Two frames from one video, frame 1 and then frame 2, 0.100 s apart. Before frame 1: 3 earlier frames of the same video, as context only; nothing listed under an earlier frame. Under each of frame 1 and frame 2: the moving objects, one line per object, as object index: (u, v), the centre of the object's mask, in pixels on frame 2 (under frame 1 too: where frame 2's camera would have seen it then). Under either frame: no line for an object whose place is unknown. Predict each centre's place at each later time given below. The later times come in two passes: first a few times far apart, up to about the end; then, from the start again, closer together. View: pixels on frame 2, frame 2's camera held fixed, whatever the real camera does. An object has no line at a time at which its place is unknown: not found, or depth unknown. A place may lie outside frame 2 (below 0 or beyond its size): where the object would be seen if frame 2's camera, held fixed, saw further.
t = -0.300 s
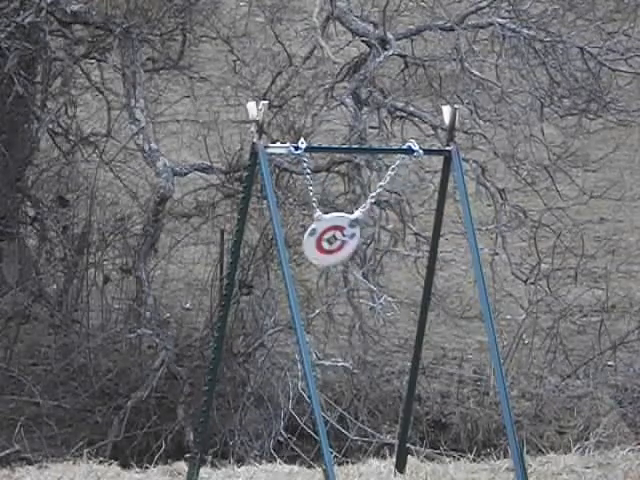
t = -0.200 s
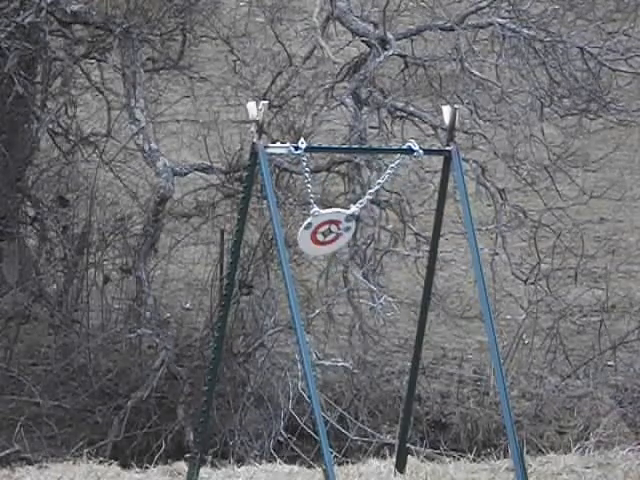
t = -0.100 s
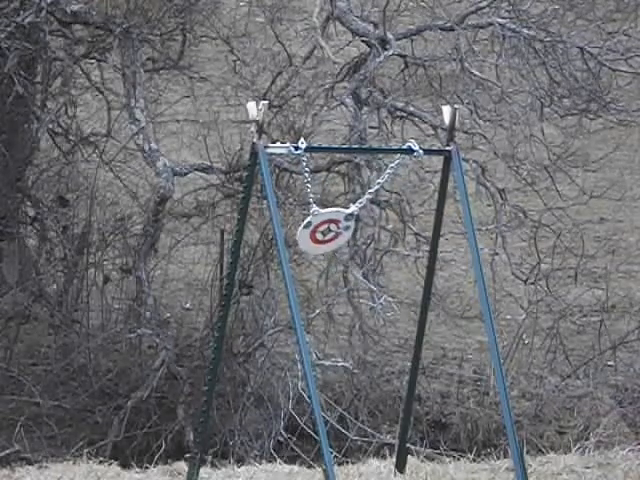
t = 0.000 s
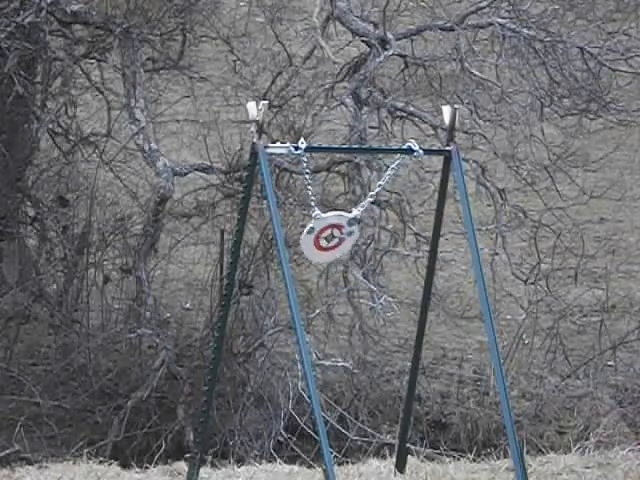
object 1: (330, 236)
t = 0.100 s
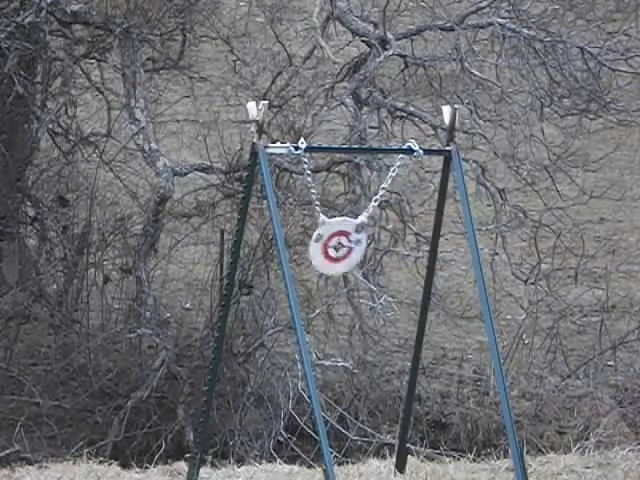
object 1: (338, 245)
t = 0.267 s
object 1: (356, 251)
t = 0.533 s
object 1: (370, 244)
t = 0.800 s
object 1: (350, 251)
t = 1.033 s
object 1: (330, 236)
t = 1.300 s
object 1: (332, 238)
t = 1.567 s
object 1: (358, 250)
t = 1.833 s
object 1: (369, 245)
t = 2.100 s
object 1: (349, 250)
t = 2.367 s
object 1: (329, 235)
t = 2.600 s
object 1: (334, 242)
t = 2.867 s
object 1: (359, 250)
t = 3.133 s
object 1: (367, 247)
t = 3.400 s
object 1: (346, 250)
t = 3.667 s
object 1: (330, 237)
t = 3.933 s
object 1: (339, 247)
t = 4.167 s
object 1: (360, 250)
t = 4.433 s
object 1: (364, 249)
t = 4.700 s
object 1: (344, 248)
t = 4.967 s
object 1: (332, 238)
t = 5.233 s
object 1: (342, 248)
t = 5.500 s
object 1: (362, 249)
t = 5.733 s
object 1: (362, 249)
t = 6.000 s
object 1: (342, 248)
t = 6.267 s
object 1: (333, 240)
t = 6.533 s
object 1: (346, 249)
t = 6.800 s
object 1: (363, 249)
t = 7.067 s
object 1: (357, 251)
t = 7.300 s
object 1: (340, 246)
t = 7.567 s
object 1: (334, 241)
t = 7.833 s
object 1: (348, 250)
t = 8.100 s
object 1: (362, 249)
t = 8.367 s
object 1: (353, 251)
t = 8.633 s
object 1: (337, 244)
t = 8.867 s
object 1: (336, 243)
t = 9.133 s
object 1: (351, 250)
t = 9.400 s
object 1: (360, 250)
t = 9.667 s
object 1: (351, 250)
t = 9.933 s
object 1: (337, 244)
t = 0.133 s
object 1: (341, 247)
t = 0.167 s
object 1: (345, 249)
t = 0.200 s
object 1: (349, 251)
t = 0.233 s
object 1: (353, 251)
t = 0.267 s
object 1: (356, 251)
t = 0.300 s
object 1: (360, 250)
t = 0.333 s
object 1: (363, 249)
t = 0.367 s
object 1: (366, 247)
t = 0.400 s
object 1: (368, 246)
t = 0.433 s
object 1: (370, 244)
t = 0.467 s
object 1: (370, 244)
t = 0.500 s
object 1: (370, 244)
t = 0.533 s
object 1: (370, 244)
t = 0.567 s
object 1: (370, 244)
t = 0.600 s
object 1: (368, 245)
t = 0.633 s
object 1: (367, 246)
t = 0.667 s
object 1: (364, 248)
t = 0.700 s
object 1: (361, 250)
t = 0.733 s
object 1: (358, 251)
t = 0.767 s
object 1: (355, 251)
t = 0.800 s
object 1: (350, 251)
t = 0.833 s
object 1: (347, 250)
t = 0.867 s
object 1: (343, 248)
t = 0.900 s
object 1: (340, 247)
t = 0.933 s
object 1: (337, 244)
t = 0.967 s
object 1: (334, 242)
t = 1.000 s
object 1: (331, 238)
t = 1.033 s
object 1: (330, 236)
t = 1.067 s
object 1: (329, 234)
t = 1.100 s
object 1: (328, 233)
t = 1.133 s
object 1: (328, 232)
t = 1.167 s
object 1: (327, 232)
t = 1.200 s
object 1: (328, 232)
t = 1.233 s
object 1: (328, 235)
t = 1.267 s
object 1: (330, 236)
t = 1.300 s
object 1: (332, 238)
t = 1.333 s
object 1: (334, 241)
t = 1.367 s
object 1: (337, 244)
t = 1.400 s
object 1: (340, 247)
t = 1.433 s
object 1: (343, 249)
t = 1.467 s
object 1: (347, 250)
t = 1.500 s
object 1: (351, 251)
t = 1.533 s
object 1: (355, 251)
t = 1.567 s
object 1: (358, 250)
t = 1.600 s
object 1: (361, 249)
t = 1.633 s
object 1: (364, 248)
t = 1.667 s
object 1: (366, 247)
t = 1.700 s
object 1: (367, 246)
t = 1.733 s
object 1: (369, 245)
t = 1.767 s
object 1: (369, 245)
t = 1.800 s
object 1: (369, 244)
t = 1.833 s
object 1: (369, 245)
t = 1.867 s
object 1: (367, 246)
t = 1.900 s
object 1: (366, 247)
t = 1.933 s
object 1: (364, 248)
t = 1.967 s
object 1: (361, 250)
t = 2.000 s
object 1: (359, 250)
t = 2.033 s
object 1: (355, 251)
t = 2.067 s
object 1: (352, 251)
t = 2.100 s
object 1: (349, 250)
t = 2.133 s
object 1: (345, 250)
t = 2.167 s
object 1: (342, 247)
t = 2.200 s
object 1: (338, 246)
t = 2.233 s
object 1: (336, 244)
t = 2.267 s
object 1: (334, 241)
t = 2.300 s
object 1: (332, 239)
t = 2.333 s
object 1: (330, 238)
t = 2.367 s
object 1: (329, 235)
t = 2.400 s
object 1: (328, 235)
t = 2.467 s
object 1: (329, 234)
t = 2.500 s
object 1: (330, 235)
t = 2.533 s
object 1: (331, 237)
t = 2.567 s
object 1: (332, 240)
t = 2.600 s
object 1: (334, 242)
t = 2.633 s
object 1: (337, 244)
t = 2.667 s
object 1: (339, 246)
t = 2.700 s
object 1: (342, 248)
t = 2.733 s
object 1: (346, 249)
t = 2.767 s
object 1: (349, 250)
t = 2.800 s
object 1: (352, 251)
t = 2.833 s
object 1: (356, 251)
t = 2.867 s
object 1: (359, 250)
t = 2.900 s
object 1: (362, 249)
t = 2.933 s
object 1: (364, 248)
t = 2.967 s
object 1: (365, 248)
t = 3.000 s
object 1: (367, 246)
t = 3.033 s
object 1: (367, 246)
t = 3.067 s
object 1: (368, 246)
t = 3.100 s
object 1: (368, 246)
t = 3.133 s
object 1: (367, 247)
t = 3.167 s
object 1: (365, 248)
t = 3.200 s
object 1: (364, 248)
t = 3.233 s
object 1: (361, 249)
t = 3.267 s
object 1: (359, 250)
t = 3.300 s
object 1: (356, 251)
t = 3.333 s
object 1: (353, 251)
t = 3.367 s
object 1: (350, 250)
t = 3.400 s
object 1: (346, 250)
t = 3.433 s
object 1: (343, 248)
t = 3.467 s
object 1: (340, 247)
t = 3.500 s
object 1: (338, 244)
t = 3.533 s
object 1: (336, 242)
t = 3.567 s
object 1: (333, 240)
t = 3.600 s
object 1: (332, 238)
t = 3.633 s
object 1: (330, 237)
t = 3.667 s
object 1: (330, 237)
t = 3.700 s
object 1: (330, 237)
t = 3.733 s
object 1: (330, 236)
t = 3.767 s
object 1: (330, 237)
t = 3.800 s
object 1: (332, 238)
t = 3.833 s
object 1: (333, 240)
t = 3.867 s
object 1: (335, 242)
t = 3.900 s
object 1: (337, 244)
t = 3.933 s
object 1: (339, 247)
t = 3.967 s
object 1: (342, 248)
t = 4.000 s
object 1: (345, 249)
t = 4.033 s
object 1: (348, 250)
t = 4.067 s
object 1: (352, 250)
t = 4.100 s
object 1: (354, 251)
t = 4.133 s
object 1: (357, 250)
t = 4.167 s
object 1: (360, 250)
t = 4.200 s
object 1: (362, 249)
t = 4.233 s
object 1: (364, 249)
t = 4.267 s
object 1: (365, 247)
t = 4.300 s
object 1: (365, 247)
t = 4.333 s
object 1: (366, 247)
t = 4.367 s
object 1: (366, 247)
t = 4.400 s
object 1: (365, 247)
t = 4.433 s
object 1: (364, 249)
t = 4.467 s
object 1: (362, 249)
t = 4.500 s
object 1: (360, 250)
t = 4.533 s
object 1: (358, 251)
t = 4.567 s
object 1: (356, 251)
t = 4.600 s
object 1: (353, 251)
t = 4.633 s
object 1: (350, 251)
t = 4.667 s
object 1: (347, 250)
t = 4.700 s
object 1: (344, 248)
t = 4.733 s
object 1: (341, 248)
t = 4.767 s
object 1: (339, 246)
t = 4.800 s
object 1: (337, 243)
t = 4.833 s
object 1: (335, 242)
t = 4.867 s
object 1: (333, 241)
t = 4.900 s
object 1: (332, 240)
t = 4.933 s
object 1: (331, 239)
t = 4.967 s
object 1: (332, 238)
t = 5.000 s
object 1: (331, 238)
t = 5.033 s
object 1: (332, 239)
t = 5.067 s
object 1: (333, 240)
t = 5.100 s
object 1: (334, 241)
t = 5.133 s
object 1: (335, 243)
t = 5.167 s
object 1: (338, 245)
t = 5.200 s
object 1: (340, 247)
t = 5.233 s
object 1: (342, 248)
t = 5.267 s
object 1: (346, 249)
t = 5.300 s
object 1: (348, 250)
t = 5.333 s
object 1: (350, 251)
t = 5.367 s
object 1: (353, 252)
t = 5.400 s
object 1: (356, 251)
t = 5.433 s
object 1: (359, 250)
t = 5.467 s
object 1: (361, 250)
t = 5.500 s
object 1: (362, 249)
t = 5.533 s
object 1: (364, 249)
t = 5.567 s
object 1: (365, 248)
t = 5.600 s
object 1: (365, 248)
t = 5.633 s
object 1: (364, 248)
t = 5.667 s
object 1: (364, 248)
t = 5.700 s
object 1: (363, 249)
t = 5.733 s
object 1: (362, 249)
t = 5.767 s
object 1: (359, 250)
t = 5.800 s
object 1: (358, 251)
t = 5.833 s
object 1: (355, 252)
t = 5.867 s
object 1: (353, 251)
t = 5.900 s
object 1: (350, 251)
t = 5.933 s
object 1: (347, 249)
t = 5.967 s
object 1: (345, 248)
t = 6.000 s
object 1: (342, 248)
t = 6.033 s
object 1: (340, 246)
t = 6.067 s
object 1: (337, 245)
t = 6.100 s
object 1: (336, 243)
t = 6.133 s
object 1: (334, 242)
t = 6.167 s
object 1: (334, 241)
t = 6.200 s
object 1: (333, 239)
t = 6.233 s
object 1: (333, 240)
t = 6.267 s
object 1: (333, 240)
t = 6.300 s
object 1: (333, 240)
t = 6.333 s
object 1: (334, 240)
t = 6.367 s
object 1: (335, 243)
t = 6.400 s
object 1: (337, 243)
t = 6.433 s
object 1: (339, 245)
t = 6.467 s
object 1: (341, 247)
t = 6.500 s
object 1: (343, 248)
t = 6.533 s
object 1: (346, 249)
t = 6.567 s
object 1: (348, 250)
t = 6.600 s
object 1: (351, 250)
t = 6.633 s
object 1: (353, 251)
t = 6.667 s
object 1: (356, 250)
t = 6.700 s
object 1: (358, 250)
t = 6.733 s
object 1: (360, 250)
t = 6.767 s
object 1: (361, 250)
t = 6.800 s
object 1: (363, 249)
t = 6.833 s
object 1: (363, 249)
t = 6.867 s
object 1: (363, 249)
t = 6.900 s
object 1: (363, 249)
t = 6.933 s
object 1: (363, 249)
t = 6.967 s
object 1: (362, 249)
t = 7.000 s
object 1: (360, 250)
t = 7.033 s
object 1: (358, 251)
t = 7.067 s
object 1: (357, 251)
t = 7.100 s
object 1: (354, 252)
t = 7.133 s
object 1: (352, 251)
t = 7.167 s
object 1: (350, 251)
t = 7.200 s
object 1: (347, 250)
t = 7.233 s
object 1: (344, 249)
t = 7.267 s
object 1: (342, 248)
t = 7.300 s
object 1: (340, 246)
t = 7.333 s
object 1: (338, 245)
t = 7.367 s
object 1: (336, 244)
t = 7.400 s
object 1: (335, 243)
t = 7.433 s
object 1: (335, 242)
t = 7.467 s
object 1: (334, 240)
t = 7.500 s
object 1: (334, 241)
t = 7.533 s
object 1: (334, 240)
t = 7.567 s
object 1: (334, 241)
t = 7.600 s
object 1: (336, 242)
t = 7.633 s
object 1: (336, 243)
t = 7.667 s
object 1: (338, 244)
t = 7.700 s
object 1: (339, 246)
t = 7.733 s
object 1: (342, 247)
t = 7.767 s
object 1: (344, 249)
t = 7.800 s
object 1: (346, 249)
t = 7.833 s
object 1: (348, 250)
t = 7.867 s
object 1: (351, 250)
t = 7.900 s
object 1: (353, 250)
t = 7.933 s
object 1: (356, 250)
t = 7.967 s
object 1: (358, 250)
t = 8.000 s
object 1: (359, 250)
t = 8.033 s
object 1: (361, 249)
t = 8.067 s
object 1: (361, 249)
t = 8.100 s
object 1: (362, 249)
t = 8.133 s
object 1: (362, 249)
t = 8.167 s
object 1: (362, 249)
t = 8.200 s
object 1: (361, 249)
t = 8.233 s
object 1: (360, 249)
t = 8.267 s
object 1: (359, 250)
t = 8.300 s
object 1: (358, 250)
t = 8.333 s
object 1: (356, 251)
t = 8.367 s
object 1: (353, 251)
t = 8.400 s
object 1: (351, 250)
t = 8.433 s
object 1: (349, 250)
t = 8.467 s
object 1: (347, 250)
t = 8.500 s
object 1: (344, 248)
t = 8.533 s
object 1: (343, 247)
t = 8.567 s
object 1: (340, 246)
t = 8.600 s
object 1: (339, 245)
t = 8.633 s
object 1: (337, 244)
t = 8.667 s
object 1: (336, 243)
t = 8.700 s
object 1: (336, 242)
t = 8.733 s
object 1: (335, 242)
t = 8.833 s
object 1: (336, 242)
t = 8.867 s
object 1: (336, 243)
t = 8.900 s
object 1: (337, 244)
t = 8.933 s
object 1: (339, 245)
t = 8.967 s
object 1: (341, 246)
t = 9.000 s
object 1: (342, 248)
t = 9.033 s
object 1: (344, 248)
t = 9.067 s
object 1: (347, 249)
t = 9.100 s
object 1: (349, 249)
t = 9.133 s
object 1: (351, 250)
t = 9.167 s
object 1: (353, 250)
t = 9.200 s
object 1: (355, 251)
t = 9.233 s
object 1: (357, 250)
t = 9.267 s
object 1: (358, 250)
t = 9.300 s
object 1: (359, 250)
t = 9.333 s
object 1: (360, 250)
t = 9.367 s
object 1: (361, 249)
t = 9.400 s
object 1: (360, 250)
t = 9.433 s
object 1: (361, 249)
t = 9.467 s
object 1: (360, 250)
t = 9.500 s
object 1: (359, 250)
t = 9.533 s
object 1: (358, 250)
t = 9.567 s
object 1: (356, 250)
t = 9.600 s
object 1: (355, 251)
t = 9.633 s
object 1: (353, 250)
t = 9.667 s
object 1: (351, 250)
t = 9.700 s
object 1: (348, 250)
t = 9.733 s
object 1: (346, 249)
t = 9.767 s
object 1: (345, 248)
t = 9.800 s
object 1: (342, 248)
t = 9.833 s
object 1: (341, 246)
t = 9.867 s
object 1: (339, 246)
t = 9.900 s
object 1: (338, 244)
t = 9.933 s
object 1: (337, 244)
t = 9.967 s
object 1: (336, 243)
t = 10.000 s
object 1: (336, 243)
